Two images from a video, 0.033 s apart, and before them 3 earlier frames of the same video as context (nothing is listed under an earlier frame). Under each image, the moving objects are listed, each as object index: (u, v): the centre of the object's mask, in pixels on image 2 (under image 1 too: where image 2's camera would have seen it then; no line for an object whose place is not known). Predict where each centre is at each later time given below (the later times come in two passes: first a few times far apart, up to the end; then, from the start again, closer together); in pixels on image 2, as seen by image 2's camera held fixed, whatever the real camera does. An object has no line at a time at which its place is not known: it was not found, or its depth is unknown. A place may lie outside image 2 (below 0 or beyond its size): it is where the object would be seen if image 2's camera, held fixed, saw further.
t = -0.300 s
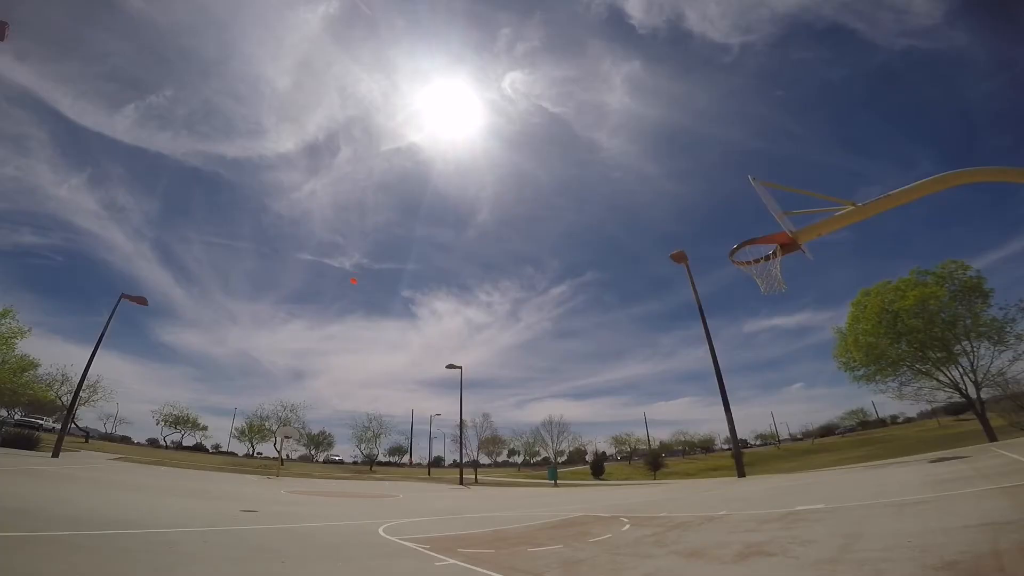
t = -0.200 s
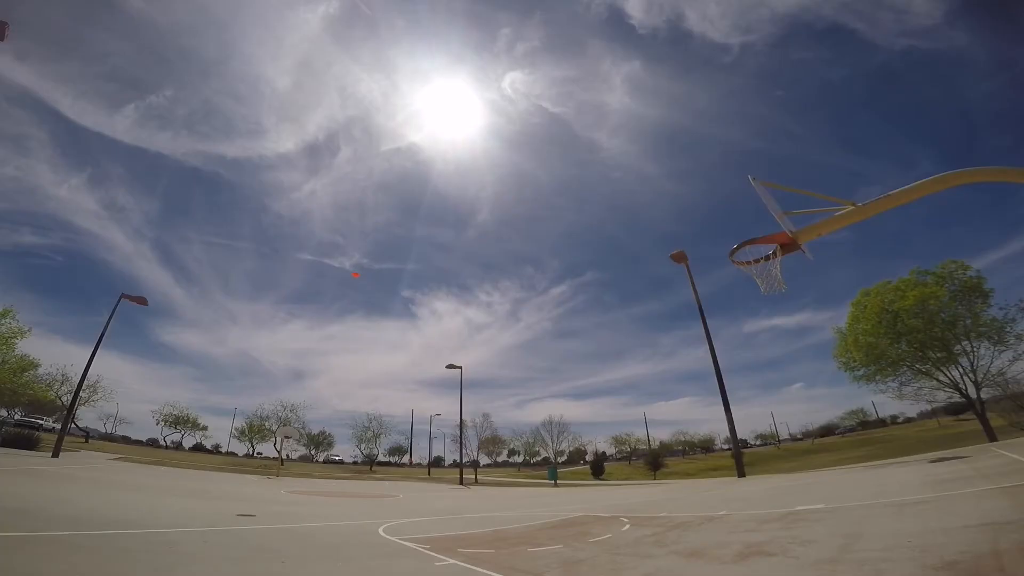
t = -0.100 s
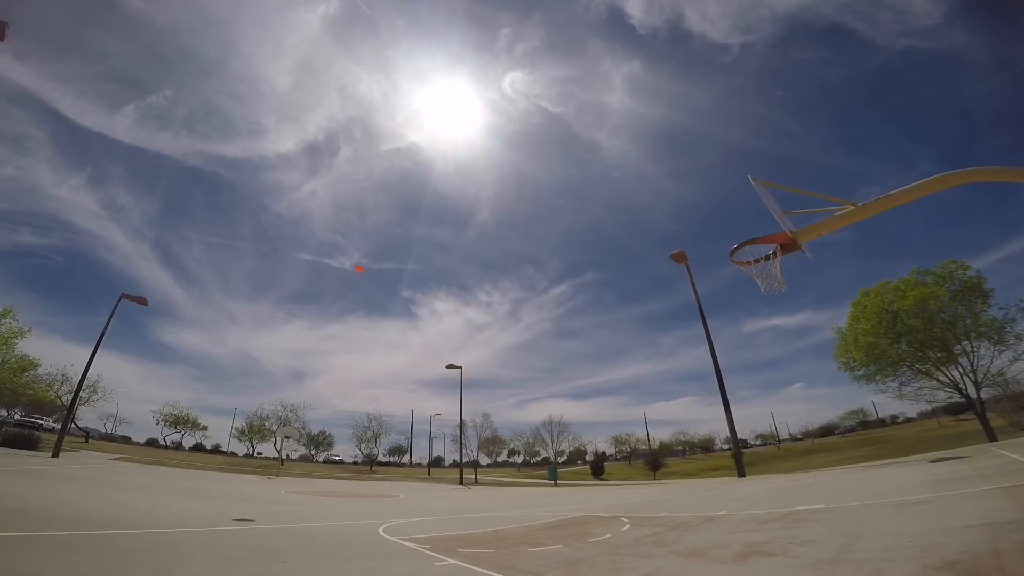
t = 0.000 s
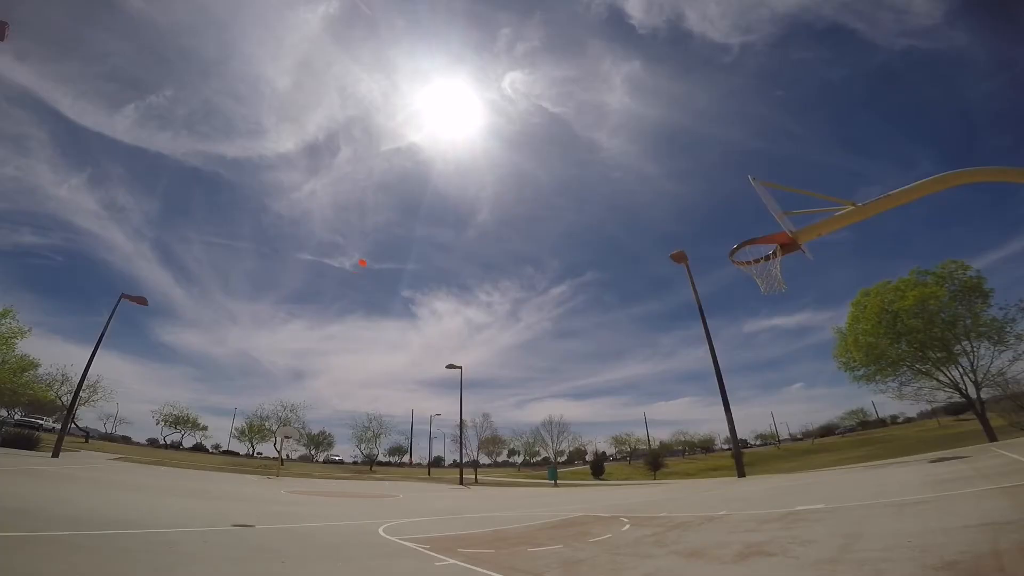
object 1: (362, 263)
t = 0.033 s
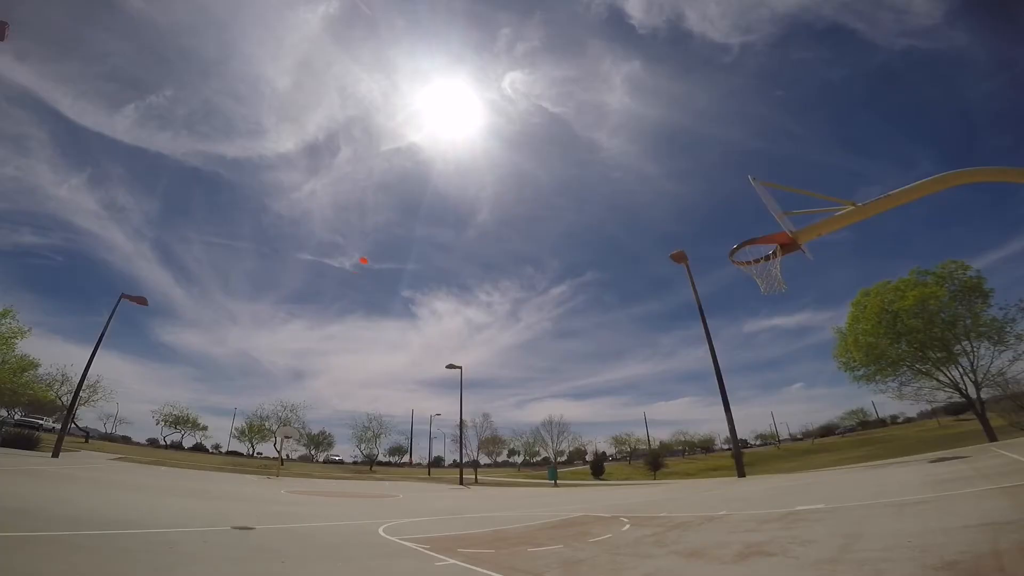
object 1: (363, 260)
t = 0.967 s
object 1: (485, 219)
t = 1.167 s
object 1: (564, 216)
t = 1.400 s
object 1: (716, 222)
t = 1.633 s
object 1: (746, 247)
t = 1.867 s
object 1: (764, 224)
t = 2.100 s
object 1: (761, 229)
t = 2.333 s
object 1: (765, 276)
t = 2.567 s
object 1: (787, 355)
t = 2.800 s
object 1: (818, 486)
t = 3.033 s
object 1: (788, 526)
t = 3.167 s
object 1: (765, 532)
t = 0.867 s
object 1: (458, 222)
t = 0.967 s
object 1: (485, 219)
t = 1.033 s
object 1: (508, 217)
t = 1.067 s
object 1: (521, 217)
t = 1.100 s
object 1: (533, 216)
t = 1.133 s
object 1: (548, 216)
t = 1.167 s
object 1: (564, 216)
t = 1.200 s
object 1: (581, 216)
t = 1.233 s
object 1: (600, 216)
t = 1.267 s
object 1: (620, 217)
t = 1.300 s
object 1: (641, 218)
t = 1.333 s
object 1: (665, 219)
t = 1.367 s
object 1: (689, 221)
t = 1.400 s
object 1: (716, 222)
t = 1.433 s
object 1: (743, 225)
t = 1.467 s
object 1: (768, 227)
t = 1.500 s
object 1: (767, 231)
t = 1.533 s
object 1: (759, 251)
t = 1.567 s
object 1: (747, 256)
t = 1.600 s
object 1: (746, 255)
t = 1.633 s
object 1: (746, 247)
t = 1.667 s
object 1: (748, 240)
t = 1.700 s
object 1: (750, 236)
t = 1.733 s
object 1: (752, 230)
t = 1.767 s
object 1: (756, 227)
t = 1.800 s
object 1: (760, 226)
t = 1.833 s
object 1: (762, 225)
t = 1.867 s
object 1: (764, 224)
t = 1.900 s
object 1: (766, 224)
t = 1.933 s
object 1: (766, 224)
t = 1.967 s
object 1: (765, 225)
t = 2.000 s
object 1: (765, 225)
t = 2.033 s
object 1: (764, 226)
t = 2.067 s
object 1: (763, 228)
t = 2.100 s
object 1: (761, 229)
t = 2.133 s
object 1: (760, 234)
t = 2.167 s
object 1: (760, 244)
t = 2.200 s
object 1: (761, 248)
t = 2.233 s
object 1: (762, 253)
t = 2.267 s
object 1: (762, 259)
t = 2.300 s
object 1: (763, 267)
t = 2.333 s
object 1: (765, 276)
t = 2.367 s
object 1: (766, 285)
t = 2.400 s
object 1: (769, 293)
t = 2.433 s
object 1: (772, 303)
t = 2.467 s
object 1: (775, 315)
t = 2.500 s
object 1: (779, 327)
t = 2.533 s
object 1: (783, 340)
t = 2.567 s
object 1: (787, 355)
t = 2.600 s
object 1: (791, 371)
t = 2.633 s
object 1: (795, 388)
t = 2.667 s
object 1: (800, 405)
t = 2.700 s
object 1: (805, 425)
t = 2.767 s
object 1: (814, 464)
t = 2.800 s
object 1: (818, 486)
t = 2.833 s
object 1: (822, 507)
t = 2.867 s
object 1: (821, 523)
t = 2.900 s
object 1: (813, 522)
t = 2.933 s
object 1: (806, 523)
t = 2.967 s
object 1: (800, 524)
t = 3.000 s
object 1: (794, 524)
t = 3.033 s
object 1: (788, 526)
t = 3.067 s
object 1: (782, 527)
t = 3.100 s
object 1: (777, 528)
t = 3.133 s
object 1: (771, 530)
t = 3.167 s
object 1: (765, 532)
